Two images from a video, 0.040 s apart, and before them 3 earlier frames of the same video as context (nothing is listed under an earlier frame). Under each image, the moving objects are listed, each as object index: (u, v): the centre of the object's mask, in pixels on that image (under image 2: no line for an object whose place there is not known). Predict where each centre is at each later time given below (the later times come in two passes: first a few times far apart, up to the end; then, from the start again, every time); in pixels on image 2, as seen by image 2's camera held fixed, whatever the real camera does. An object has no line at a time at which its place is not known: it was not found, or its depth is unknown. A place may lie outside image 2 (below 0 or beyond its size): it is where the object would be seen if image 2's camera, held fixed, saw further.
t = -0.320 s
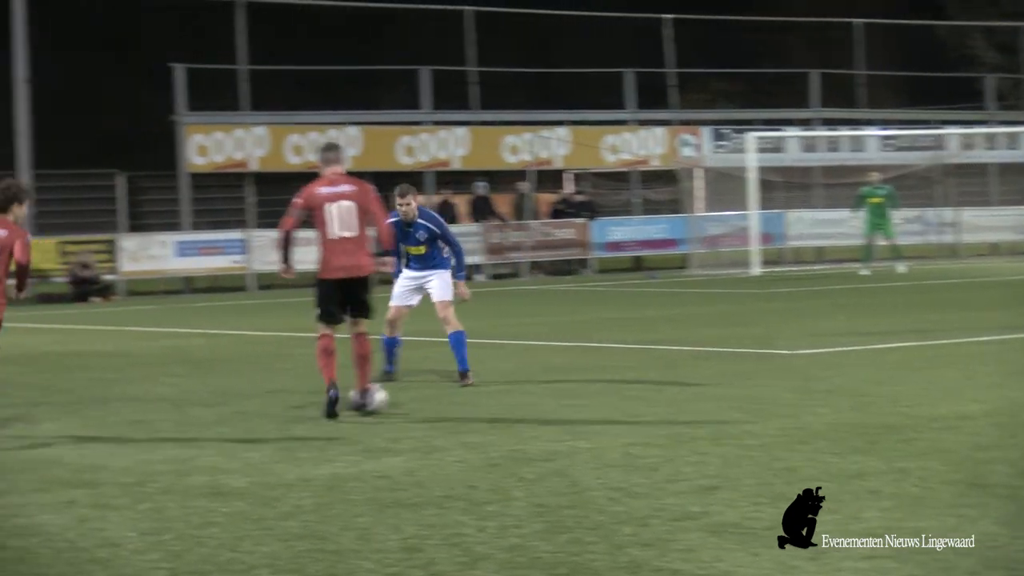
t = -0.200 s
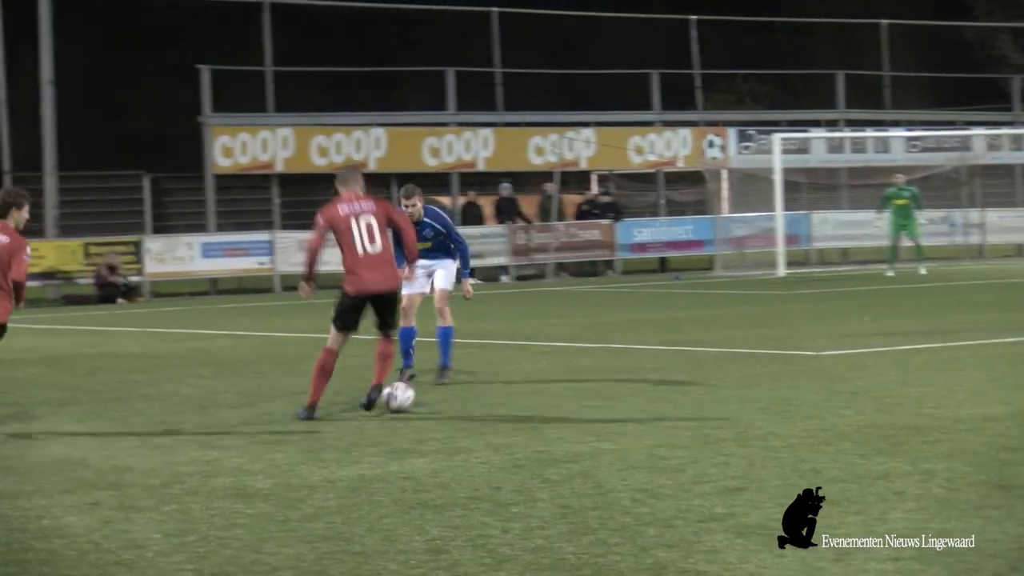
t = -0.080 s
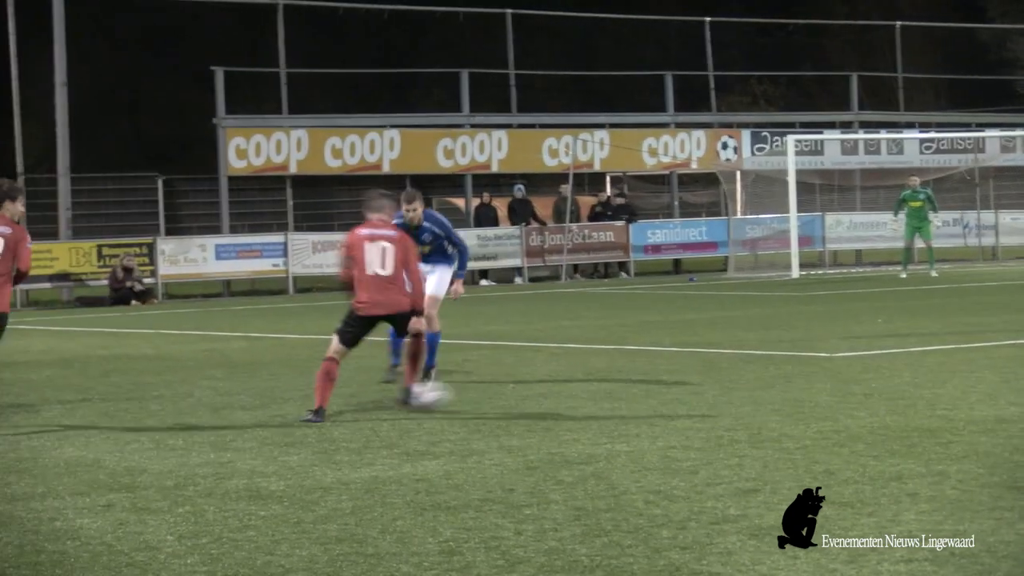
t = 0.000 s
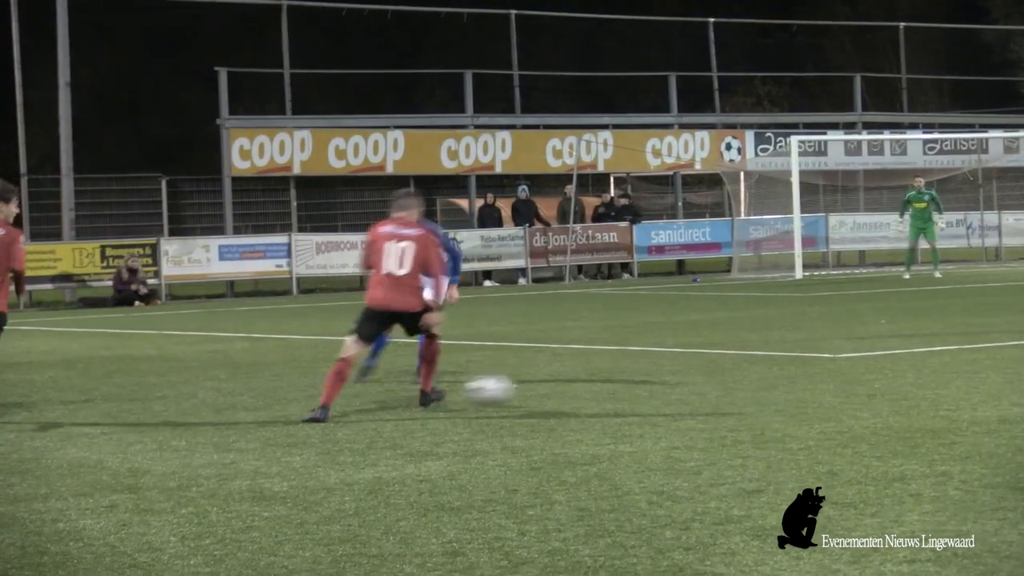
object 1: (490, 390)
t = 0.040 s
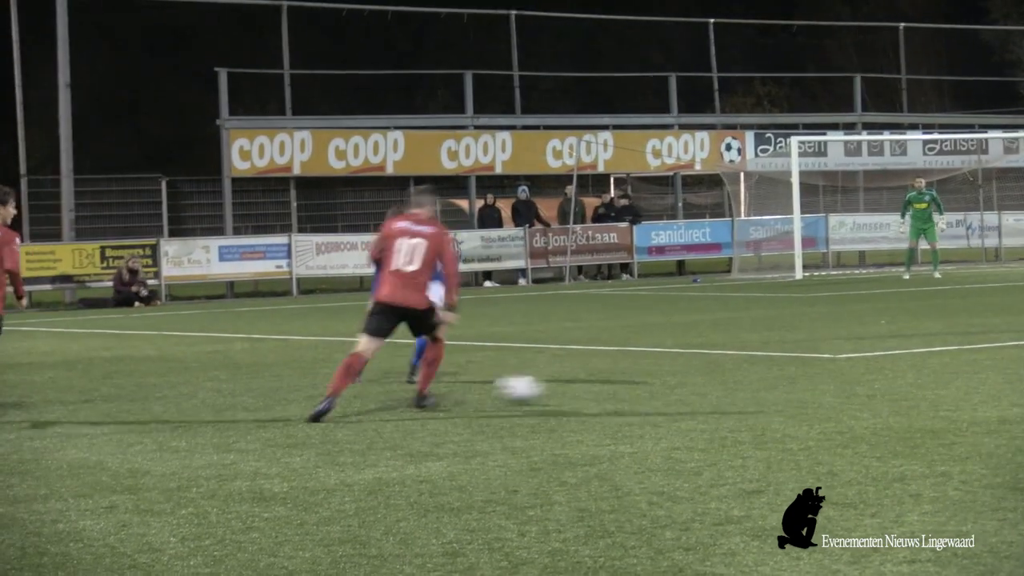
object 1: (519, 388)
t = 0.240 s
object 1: (650, 381)
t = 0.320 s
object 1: (691, 379)
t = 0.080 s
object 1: (549, 388)
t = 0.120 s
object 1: (575, 386)
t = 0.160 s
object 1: (602, 384)
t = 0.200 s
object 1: (626, 383)
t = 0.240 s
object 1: (650, 381)
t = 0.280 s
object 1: (671, 379)
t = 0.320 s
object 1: (691, 379)
